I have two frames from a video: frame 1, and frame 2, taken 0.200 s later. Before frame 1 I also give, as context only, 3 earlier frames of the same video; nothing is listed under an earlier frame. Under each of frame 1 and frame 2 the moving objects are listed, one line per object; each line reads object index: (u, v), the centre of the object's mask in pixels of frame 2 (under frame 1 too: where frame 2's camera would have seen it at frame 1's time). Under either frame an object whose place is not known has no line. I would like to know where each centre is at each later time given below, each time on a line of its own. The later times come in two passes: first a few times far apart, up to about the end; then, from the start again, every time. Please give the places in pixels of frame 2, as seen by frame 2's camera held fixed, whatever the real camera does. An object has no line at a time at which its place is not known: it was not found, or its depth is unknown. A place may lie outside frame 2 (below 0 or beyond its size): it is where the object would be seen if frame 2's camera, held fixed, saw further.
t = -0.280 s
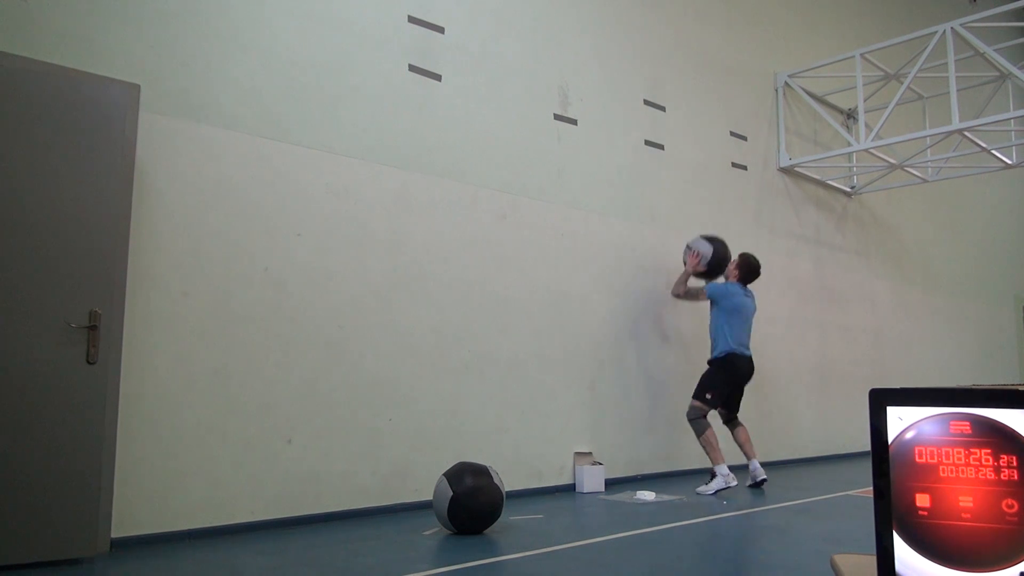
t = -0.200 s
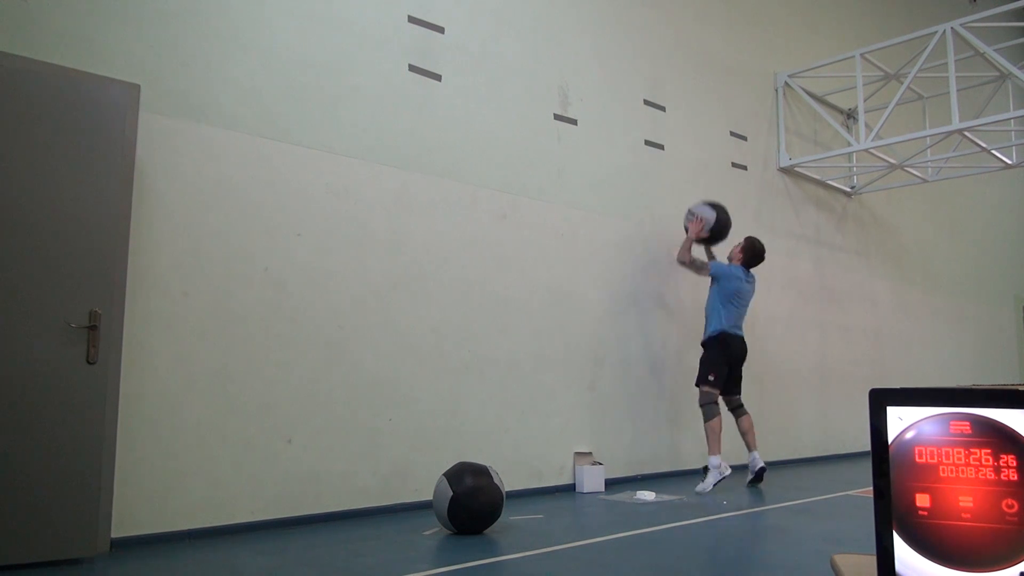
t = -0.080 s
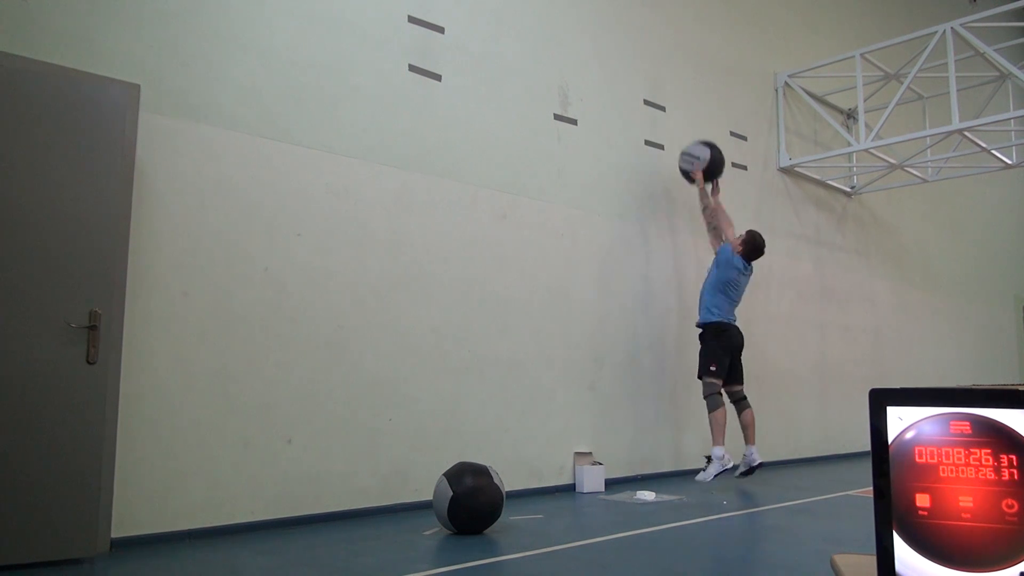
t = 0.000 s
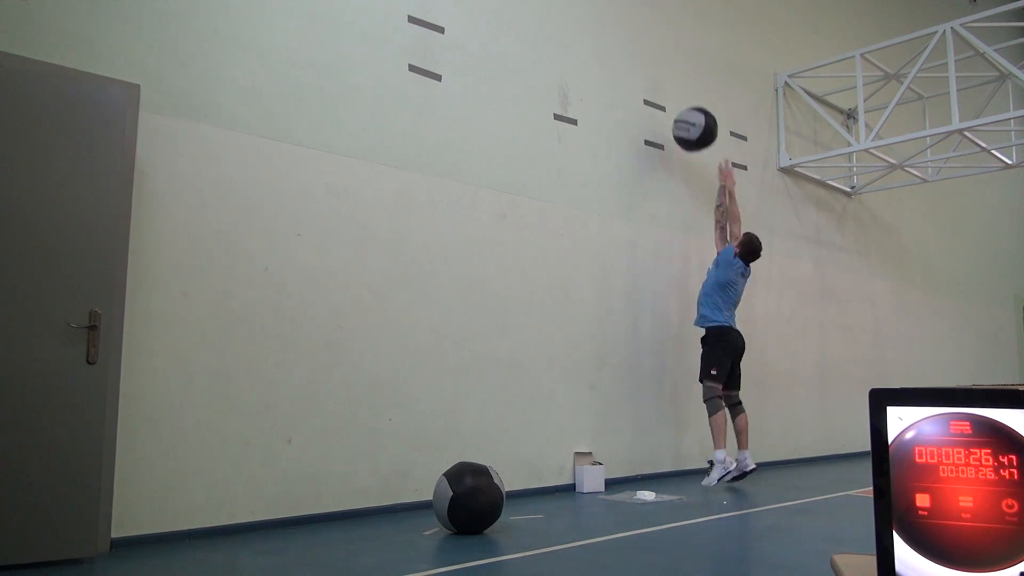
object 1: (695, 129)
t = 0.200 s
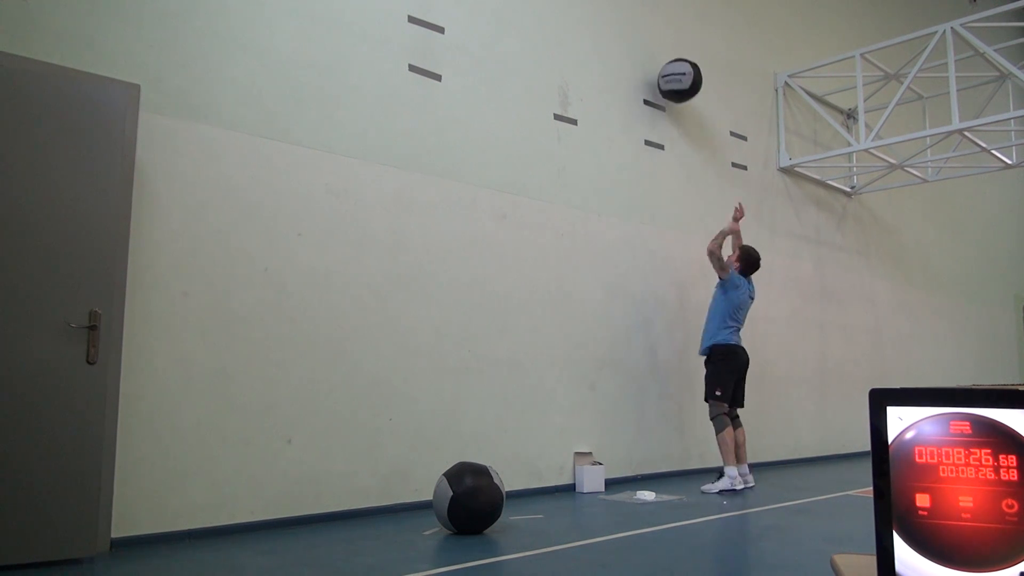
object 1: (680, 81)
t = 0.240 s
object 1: (677, 76)
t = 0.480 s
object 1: (677, 83)
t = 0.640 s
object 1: (685, 122)
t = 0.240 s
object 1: (677, 76)
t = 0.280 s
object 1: (674, 74)
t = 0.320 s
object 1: (671, 74)
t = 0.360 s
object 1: (672, 74)
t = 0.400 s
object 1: (674, 75)
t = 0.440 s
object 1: (675, 78)
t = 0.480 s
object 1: (677, 83)
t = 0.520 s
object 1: (679, 90)
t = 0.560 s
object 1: (681, 99)
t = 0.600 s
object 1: (683, 110)
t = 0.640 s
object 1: (685, 122)
